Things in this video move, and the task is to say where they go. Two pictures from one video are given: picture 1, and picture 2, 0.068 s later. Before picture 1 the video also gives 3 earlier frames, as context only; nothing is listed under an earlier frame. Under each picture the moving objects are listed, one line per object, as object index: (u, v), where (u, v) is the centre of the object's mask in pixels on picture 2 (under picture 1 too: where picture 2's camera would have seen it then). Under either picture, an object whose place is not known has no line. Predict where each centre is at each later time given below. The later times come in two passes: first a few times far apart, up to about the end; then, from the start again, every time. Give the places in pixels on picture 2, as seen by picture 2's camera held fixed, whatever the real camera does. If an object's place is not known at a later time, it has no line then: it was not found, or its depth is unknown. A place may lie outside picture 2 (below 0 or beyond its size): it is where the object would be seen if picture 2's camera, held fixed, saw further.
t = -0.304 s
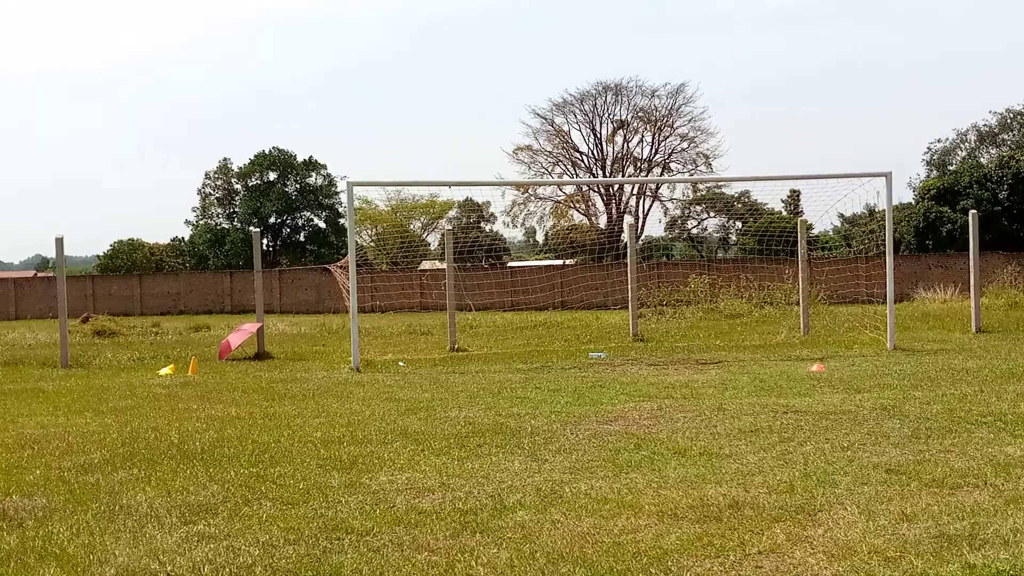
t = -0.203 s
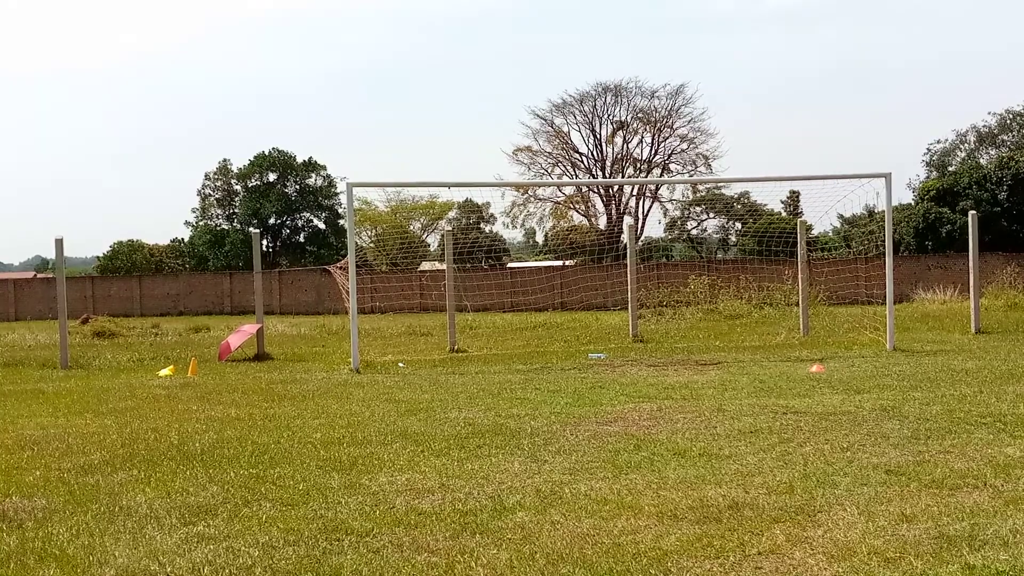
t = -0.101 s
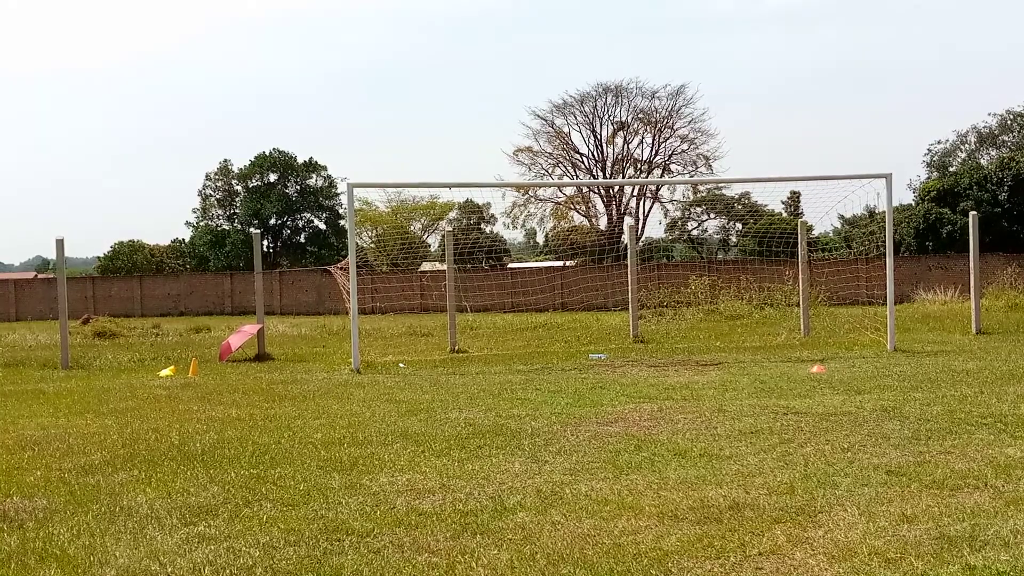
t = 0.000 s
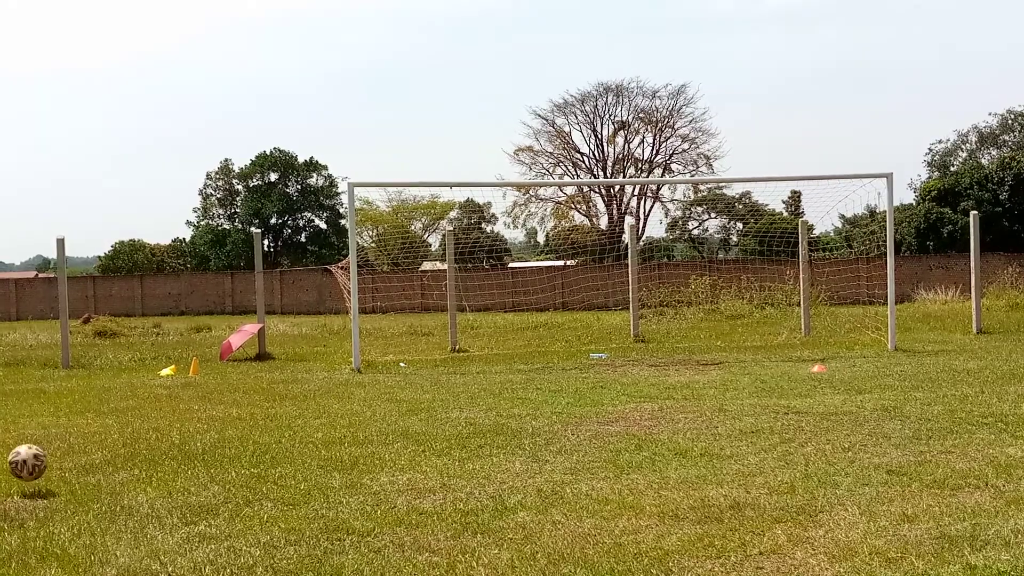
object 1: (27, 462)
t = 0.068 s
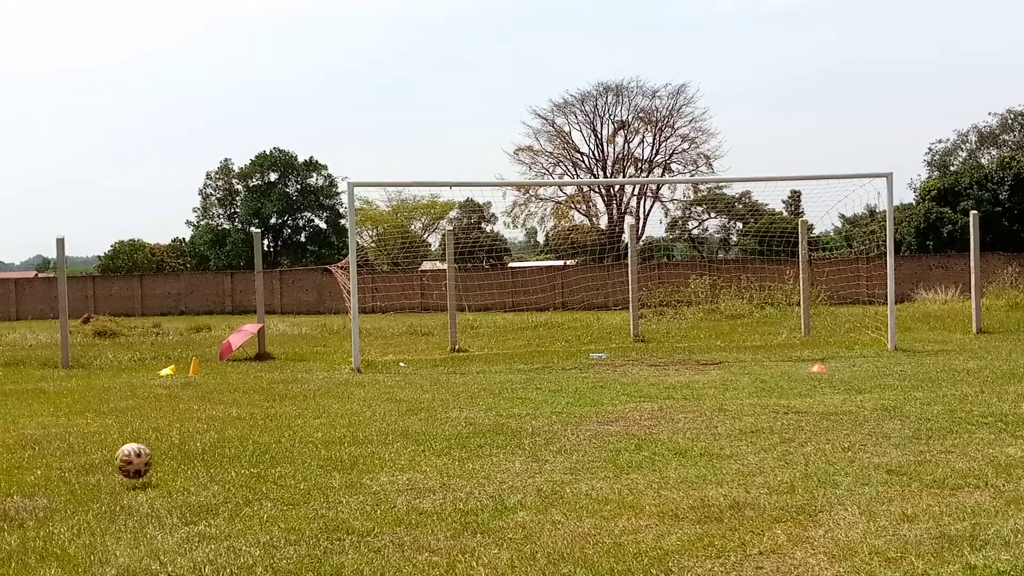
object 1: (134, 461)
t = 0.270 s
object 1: (390, 451)
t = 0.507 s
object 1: (597, 437)
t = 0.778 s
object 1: (787, 422)
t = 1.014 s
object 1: (929, 396)
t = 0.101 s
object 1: (185, 463)
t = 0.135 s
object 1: (235, 465)
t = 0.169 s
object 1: (278, 462)
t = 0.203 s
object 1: (316, 457)
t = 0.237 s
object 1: (353, 453)
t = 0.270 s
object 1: (390, 451)
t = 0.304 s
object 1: (426, 450)
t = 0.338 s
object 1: (462, 452)
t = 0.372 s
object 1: (490, 448)
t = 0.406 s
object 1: (517, 442)
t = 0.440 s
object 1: (544, 438)
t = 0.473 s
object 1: (572, 437)
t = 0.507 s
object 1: (597, 437)
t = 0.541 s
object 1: (622, 438)
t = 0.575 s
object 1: (648, 437)
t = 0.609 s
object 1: (671, 432)
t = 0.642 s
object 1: (695, 426)
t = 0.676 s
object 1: (718, 422)
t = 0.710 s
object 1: (742, 422)
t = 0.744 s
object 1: (764, 422)
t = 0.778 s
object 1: (787, 422)
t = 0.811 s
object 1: (809, 425)
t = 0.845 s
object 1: (830, 418)
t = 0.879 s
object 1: (849, 410)
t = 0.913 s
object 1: (870, 404)
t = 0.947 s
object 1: (890, 400)
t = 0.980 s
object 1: (909, 398)
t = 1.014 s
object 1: (929, 396)
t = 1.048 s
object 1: (947, 396)
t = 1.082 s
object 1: (967, 398)
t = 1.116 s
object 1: (985, 402)
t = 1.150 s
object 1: (1004, 406)
